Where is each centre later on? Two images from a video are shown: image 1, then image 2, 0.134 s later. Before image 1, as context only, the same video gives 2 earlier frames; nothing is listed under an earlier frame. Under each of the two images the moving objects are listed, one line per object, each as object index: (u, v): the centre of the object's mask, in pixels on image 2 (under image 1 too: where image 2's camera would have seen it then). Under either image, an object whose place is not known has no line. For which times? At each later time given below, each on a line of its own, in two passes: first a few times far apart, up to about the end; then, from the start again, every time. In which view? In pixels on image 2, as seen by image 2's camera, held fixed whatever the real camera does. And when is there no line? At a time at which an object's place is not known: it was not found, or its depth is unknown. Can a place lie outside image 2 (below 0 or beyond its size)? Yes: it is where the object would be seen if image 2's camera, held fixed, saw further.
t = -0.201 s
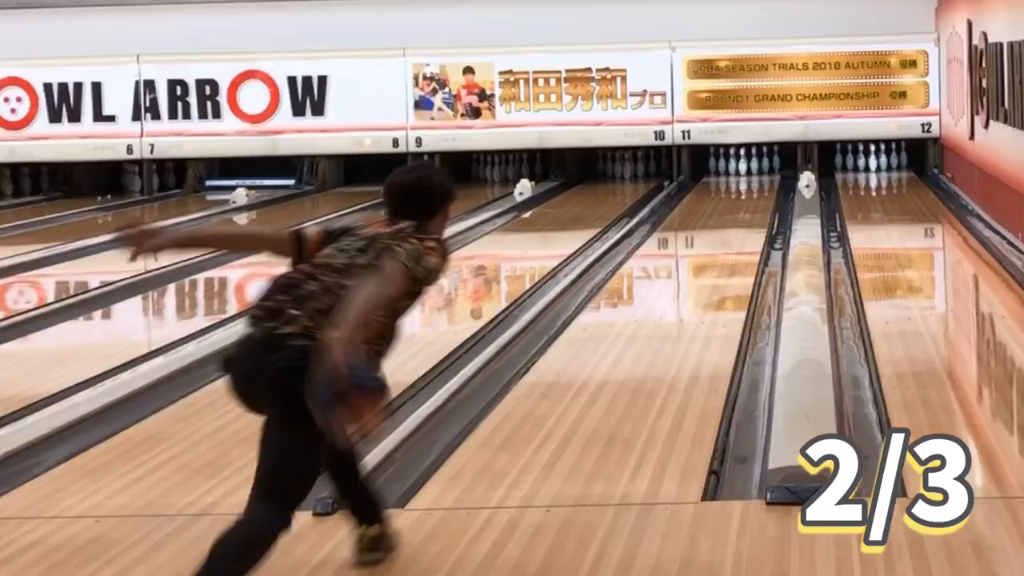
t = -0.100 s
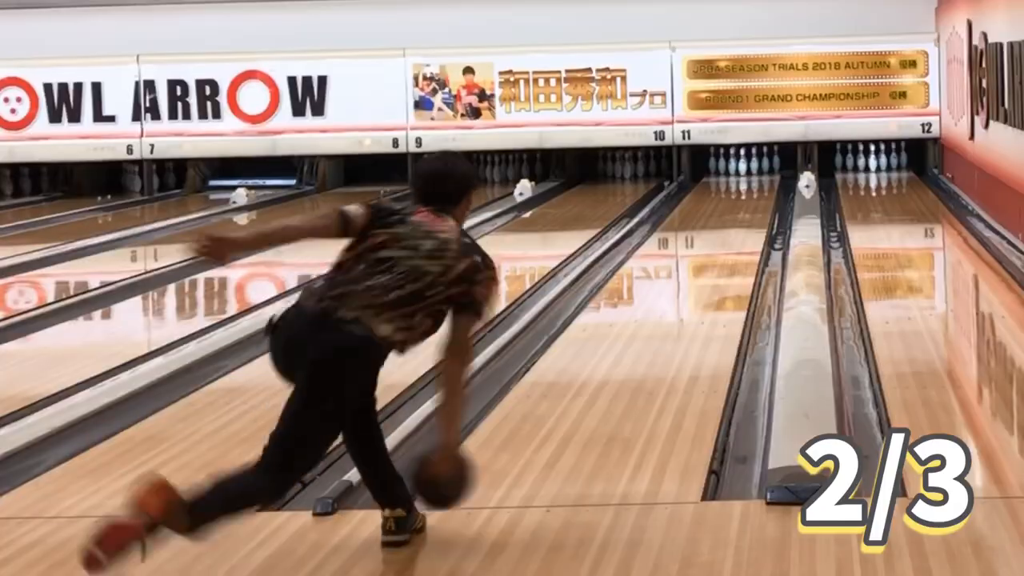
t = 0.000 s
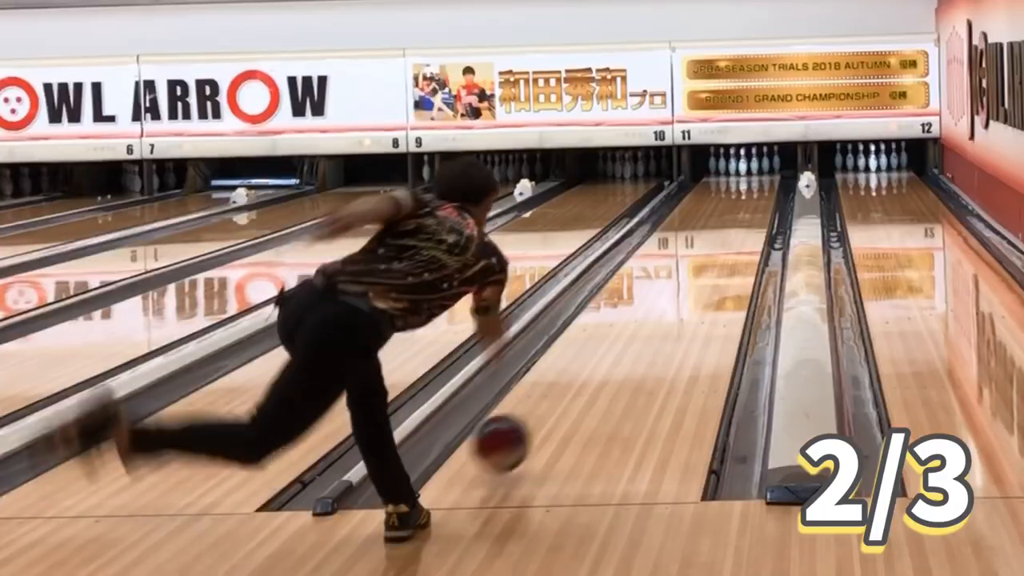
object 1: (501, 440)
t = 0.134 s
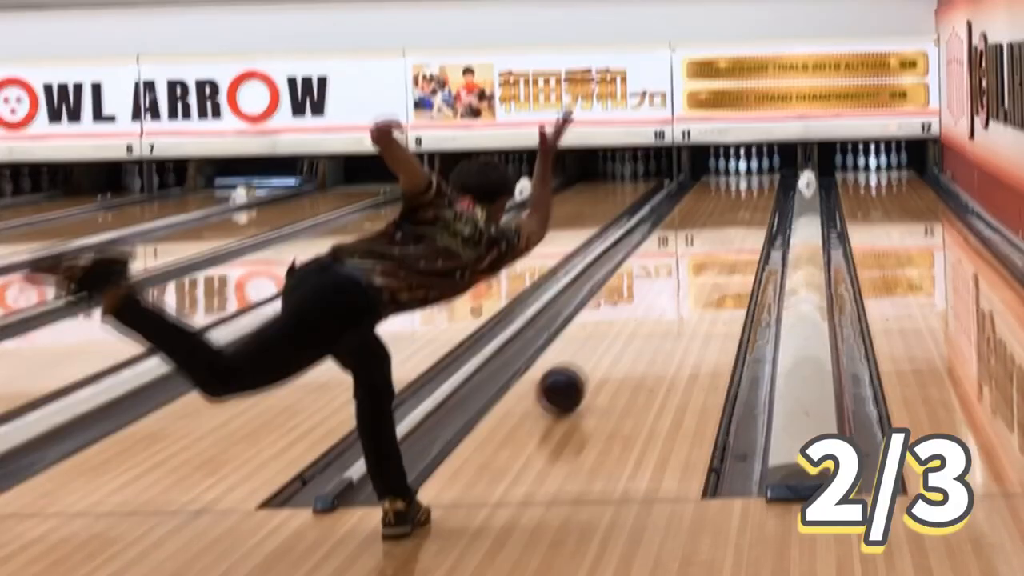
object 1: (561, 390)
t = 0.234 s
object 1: (594, 356)
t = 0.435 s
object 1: (644, 307)
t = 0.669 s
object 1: (684, 266)
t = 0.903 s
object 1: (712, 238)
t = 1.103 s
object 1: (730, 219)
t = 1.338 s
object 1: (747, 202)
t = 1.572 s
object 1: (759, 187)
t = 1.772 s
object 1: (768, 179)
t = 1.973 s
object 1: (773, 171)
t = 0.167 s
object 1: (572, 379)
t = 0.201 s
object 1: (584, 367)
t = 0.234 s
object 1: (594, 356)
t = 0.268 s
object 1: (604, 347)
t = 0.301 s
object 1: (613, 338)
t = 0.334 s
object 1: (622, 329)
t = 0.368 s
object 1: (630, 321)
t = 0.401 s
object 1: (636, 313)
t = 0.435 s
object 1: (644, 307)
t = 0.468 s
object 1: (650, 300)
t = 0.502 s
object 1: (657, 294)
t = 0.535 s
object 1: (663, 287)
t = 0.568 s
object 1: (669, 282)
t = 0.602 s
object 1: (674, 276)
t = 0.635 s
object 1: (679, 271)
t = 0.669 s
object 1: (684, 266)
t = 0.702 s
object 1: (689, 261)
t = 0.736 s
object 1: (693, 257)
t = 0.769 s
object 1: (698, 252)
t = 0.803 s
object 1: (701, 248)
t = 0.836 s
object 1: (705, 244)
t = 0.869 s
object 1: (708, 241)
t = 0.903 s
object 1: (712, 238)
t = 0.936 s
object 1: (716, 234)
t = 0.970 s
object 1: (719, 231)
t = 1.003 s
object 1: (722, 228)
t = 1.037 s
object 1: (724, 225)
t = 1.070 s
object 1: (728, 222)
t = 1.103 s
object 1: (730, 219)
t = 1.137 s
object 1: (733, 217)
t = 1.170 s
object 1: (736, 214)
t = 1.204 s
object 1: (737, 212)
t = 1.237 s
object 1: (740, 209)
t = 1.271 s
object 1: (742, 205)
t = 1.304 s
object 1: (744, 205)
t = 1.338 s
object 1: (747, 202)
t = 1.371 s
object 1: (749, 199)
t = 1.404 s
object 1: (750, 197)
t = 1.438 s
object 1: (752, 195)
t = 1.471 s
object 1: (754, 192)
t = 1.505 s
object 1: (756, 190)
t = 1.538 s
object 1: (758, 189)
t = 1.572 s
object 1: (759, 187)
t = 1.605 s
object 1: (760, 185)
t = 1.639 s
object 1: (762, 183)
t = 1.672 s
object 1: (763, 181)
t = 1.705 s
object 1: (765, 181)
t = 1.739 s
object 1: (767, 180)
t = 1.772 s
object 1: (768, 179)
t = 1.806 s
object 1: (767, 176)
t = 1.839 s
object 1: (769, 174)
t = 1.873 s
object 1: (770, 174)
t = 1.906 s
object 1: (773, 172)
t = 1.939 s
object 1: (773, 171)
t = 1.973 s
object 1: (773, 171)
